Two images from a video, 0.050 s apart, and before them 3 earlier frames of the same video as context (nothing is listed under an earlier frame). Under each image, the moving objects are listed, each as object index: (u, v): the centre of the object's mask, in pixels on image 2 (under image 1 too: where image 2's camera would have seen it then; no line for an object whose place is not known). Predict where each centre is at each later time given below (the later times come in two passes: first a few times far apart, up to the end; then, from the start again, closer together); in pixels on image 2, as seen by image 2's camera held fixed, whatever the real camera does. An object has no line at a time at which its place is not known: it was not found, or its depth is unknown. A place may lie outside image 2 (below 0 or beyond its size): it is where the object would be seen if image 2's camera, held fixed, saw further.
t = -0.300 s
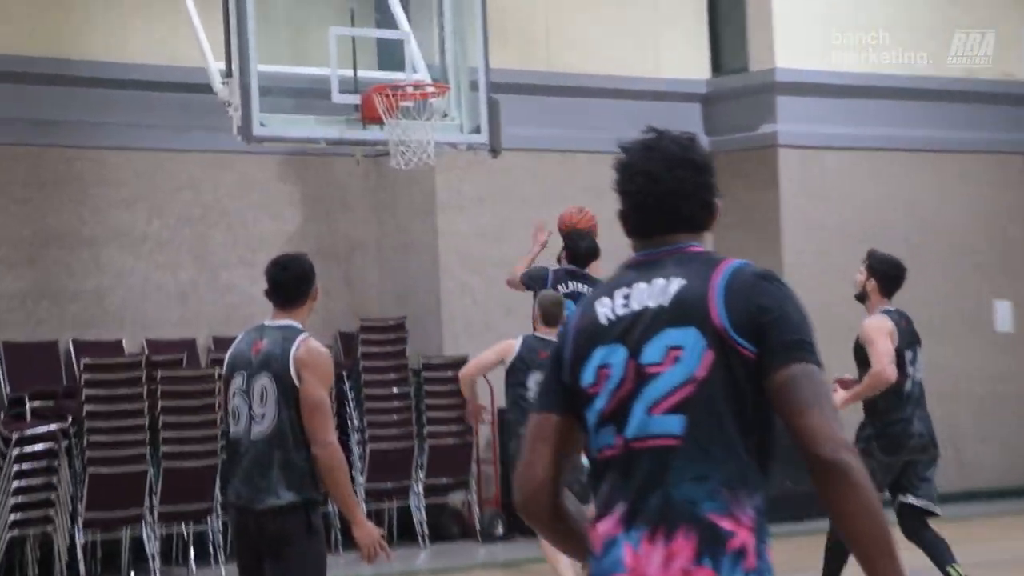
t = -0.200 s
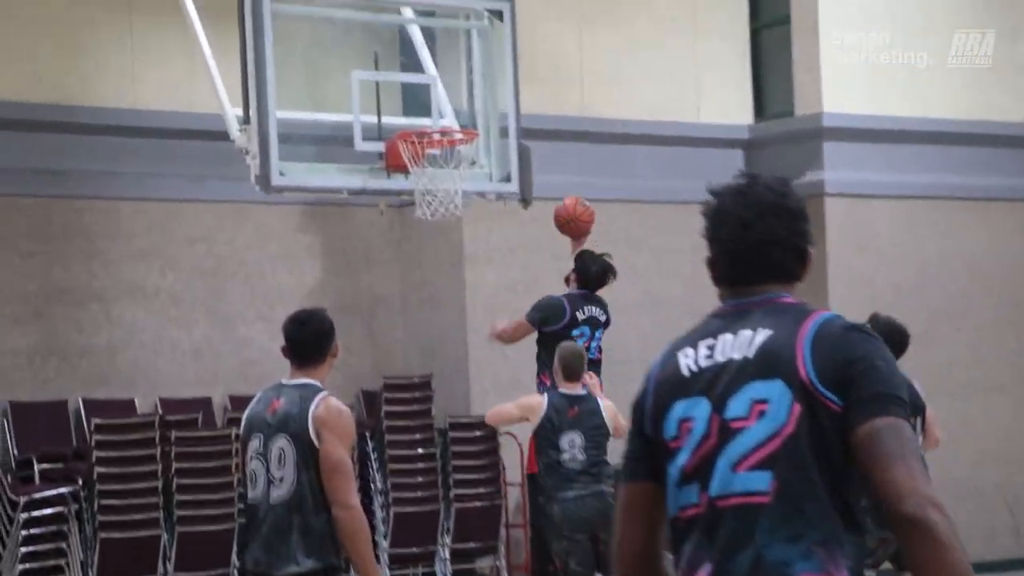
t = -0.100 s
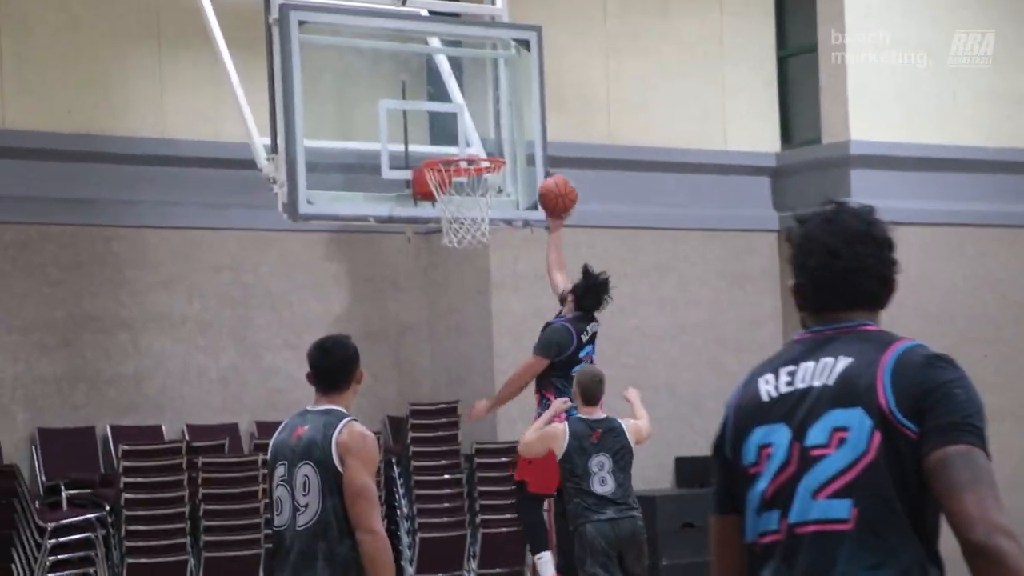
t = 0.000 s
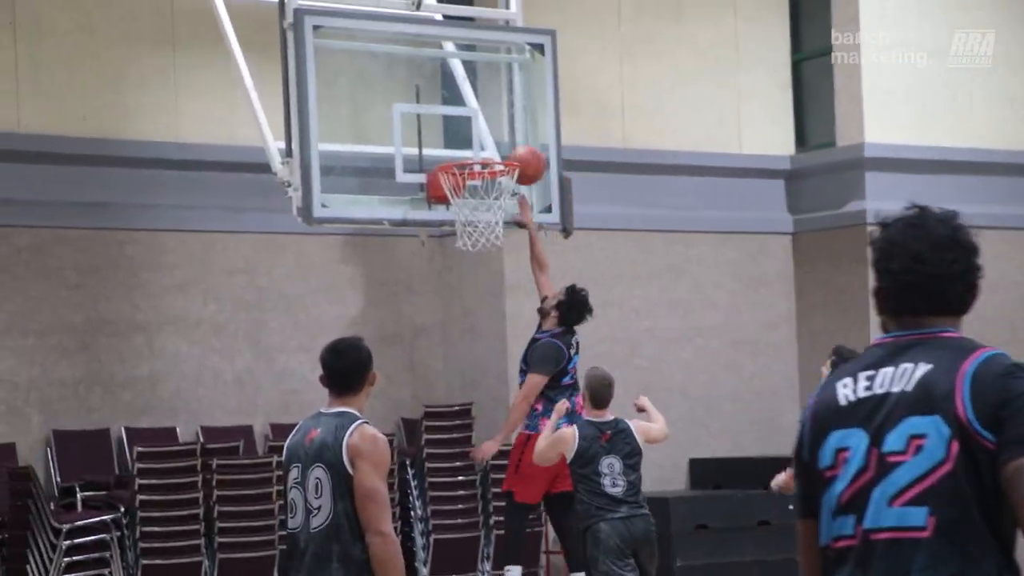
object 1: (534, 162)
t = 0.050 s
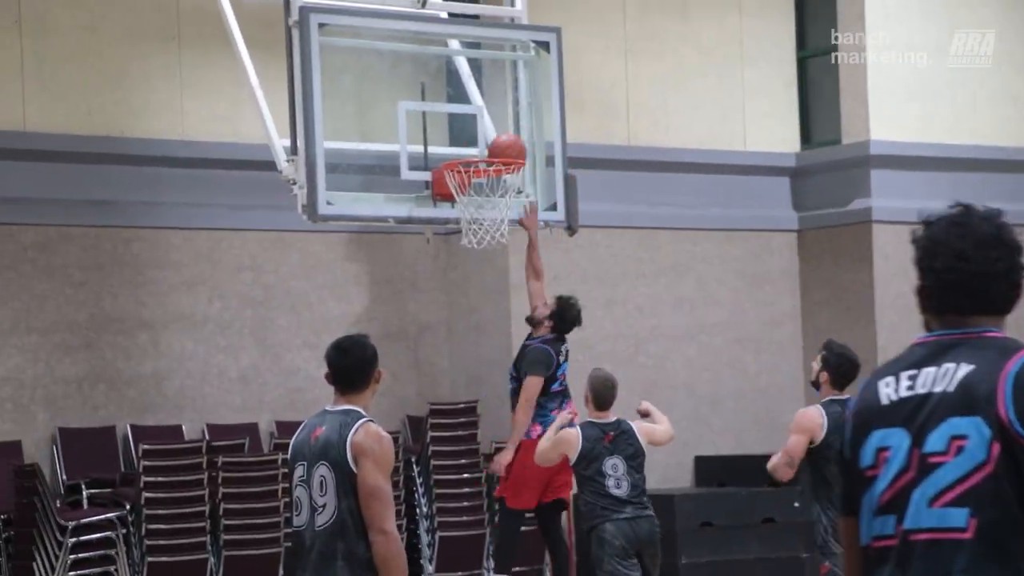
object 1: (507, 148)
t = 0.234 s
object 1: (479, 141)
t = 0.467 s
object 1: (484, 201)
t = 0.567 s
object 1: (496, 231)
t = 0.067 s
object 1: (499, 146)
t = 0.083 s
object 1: (490, 145)
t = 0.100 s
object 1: (486, 143)
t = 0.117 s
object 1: (485, 142)
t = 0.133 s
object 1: (484, 142)
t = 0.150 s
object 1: (484, 141)
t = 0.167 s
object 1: (482, 140)
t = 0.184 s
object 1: (481, 140)
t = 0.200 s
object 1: (481, 140)
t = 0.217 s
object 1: (480, 141)
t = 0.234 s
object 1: (479, 141)
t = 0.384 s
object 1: (473, 179)
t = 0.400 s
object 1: (474, 181)
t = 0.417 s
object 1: (476, 184)
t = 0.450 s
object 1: (482, 196)
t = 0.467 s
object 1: (484, 201)
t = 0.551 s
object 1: (495, 221)
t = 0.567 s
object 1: (496, 231)
